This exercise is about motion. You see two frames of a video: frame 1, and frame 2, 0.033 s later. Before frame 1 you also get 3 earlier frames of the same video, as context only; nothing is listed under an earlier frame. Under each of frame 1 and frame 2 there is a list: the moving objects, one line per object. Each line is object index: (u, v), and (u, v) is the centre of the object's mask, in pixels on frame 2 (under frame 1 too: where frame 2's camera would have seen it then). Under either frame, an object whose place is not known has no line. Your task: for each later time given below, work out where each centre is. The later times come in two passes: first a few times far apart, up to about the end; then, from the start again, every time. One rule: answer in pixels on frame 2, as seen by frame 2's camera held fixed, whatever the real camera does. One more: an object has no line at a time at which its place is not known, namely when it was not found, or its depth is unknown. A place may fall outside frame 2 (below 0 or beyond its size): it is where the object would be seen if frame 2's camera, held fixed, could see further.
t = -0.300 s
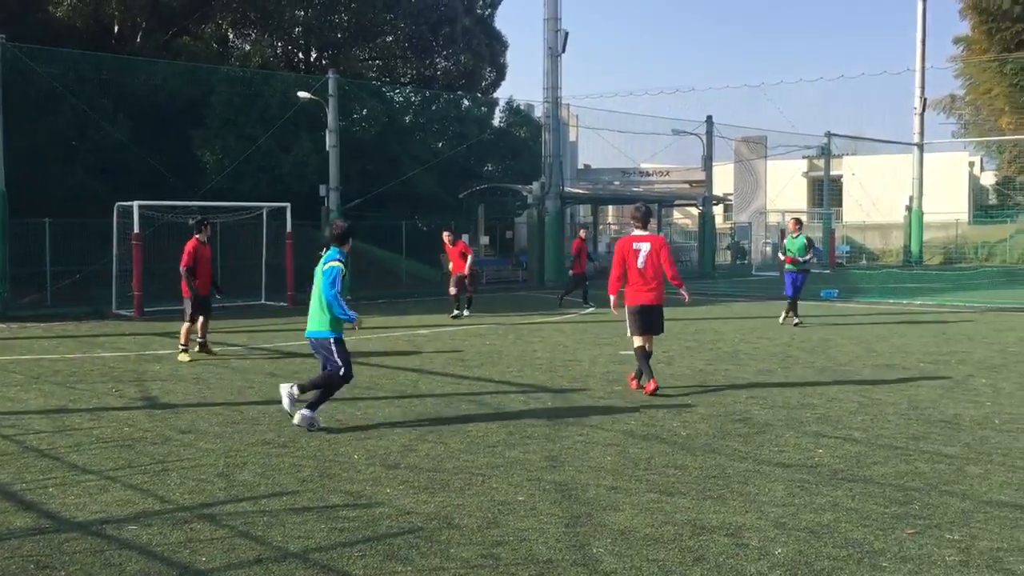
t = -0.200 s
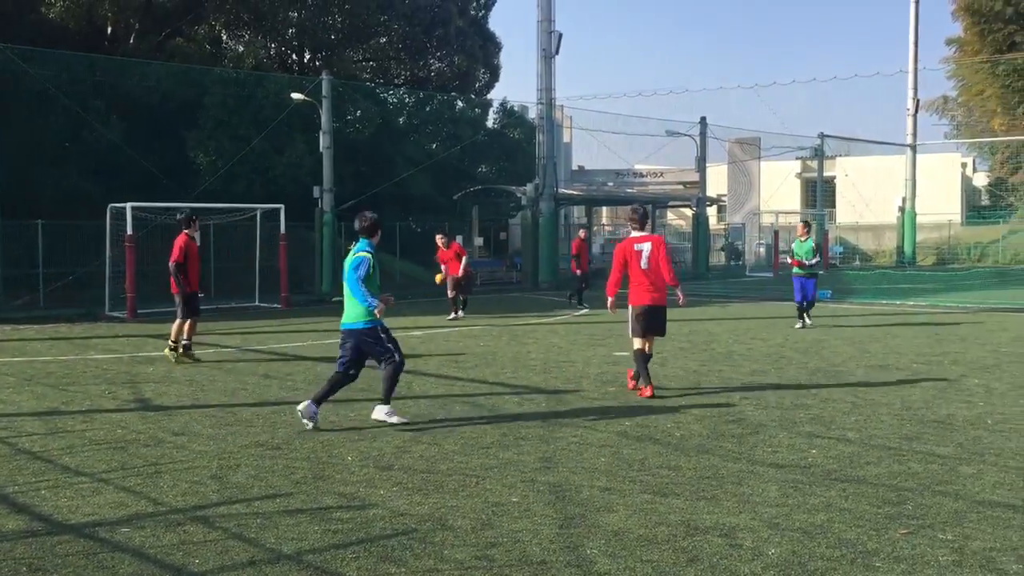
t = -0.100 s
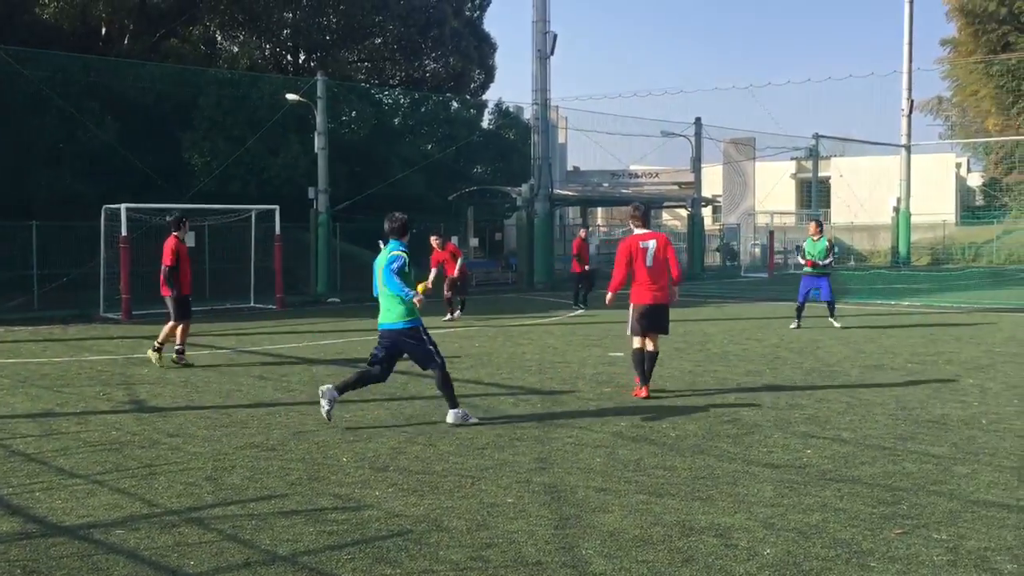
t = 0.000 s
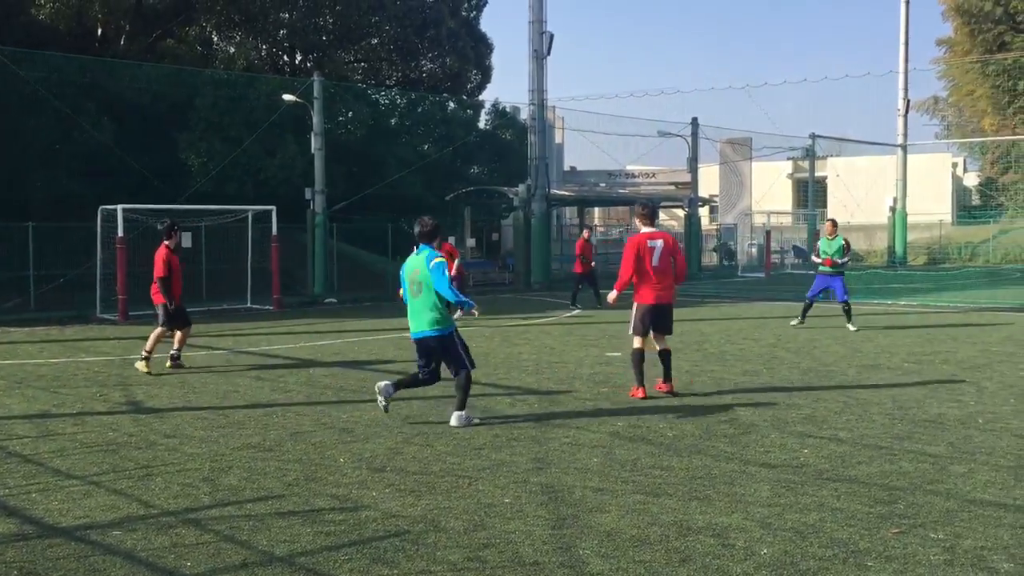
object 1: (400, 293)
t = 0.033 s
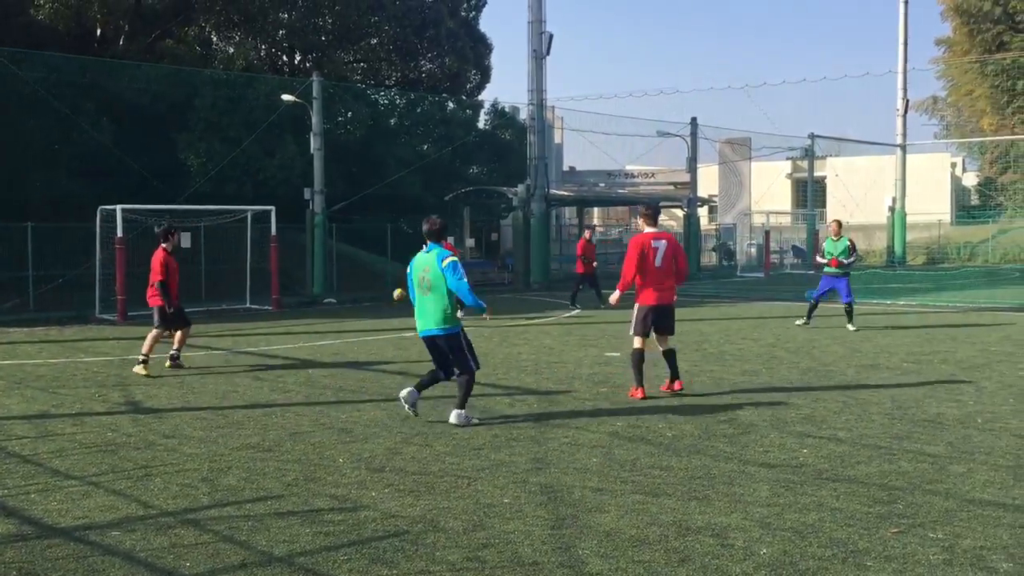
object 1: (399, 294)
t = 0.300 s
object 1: (354, 328)
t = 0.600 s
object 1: (304, 341)
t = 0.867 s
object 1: (251, 359)
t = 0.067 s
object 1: (394, 297)
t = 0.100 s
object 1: (388, 301)
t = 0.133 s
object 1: (381, 306)
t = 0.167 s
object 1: (376, 312)
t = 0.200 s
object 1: (371, 319)
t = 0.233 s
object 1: (365, 327)
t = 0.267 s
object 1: (359, 331)
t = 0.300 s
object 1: (354, 328)
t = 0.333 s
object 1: (350, 327)
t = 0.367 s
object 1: (344, 325)
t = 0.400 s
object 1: (338, 325)
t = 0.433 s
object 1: (333, 326)
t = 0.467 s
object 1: (327, 326)
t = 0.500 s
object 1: (322, 329)
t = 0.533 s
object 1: (315, 332)
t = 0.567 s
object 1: (311, 336)
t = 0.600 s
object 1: (304, 341)
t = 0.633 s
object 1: (298, 348)
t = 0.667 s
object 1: (293, 350)
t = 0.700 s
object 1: (286, 350)
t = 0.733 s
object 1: (279, 353)
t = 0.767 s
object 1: (272, 354)
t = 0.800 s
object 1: (265, 357)
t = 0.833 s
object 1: (257, 358)
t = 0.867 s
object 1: (251, 359)
